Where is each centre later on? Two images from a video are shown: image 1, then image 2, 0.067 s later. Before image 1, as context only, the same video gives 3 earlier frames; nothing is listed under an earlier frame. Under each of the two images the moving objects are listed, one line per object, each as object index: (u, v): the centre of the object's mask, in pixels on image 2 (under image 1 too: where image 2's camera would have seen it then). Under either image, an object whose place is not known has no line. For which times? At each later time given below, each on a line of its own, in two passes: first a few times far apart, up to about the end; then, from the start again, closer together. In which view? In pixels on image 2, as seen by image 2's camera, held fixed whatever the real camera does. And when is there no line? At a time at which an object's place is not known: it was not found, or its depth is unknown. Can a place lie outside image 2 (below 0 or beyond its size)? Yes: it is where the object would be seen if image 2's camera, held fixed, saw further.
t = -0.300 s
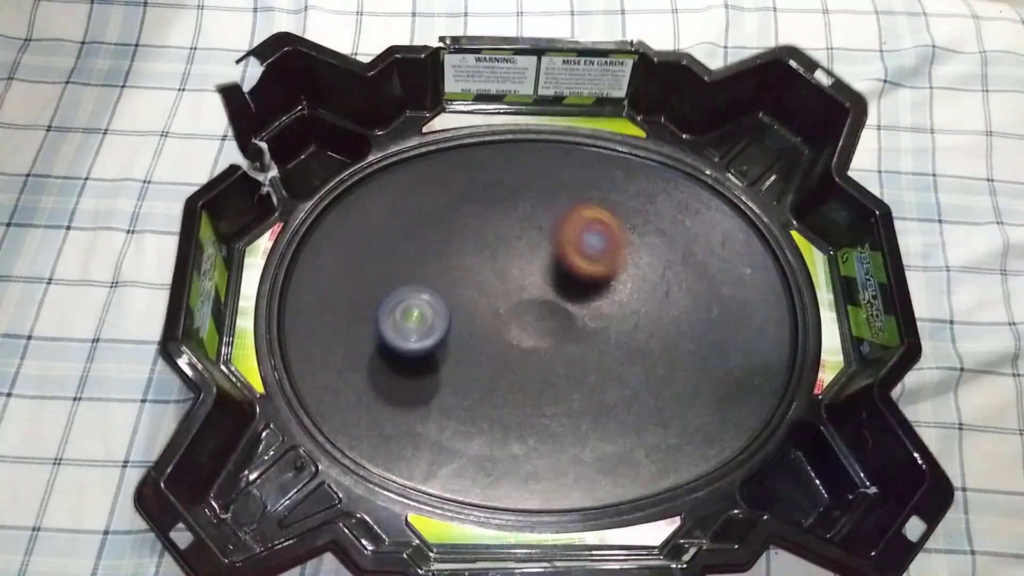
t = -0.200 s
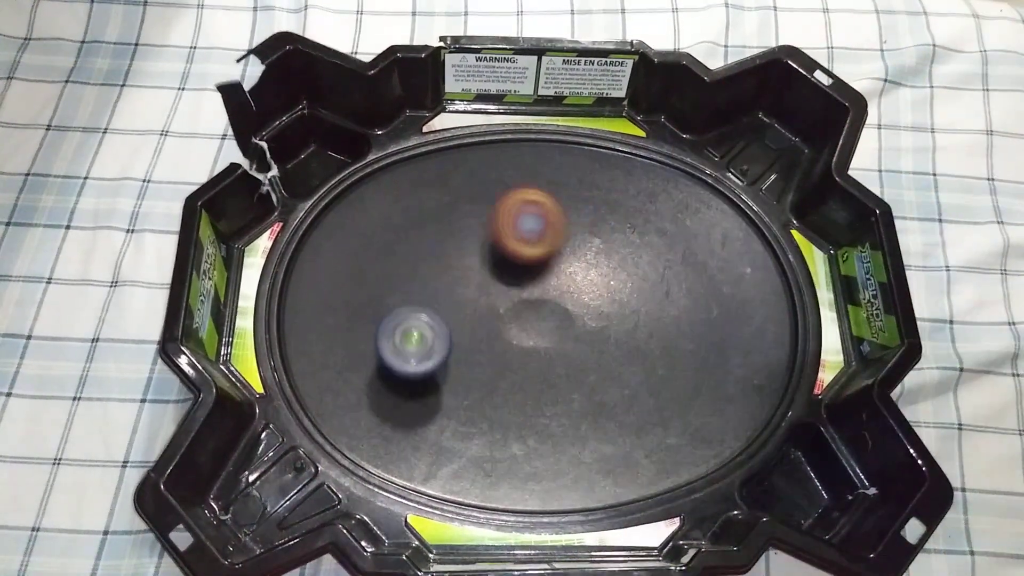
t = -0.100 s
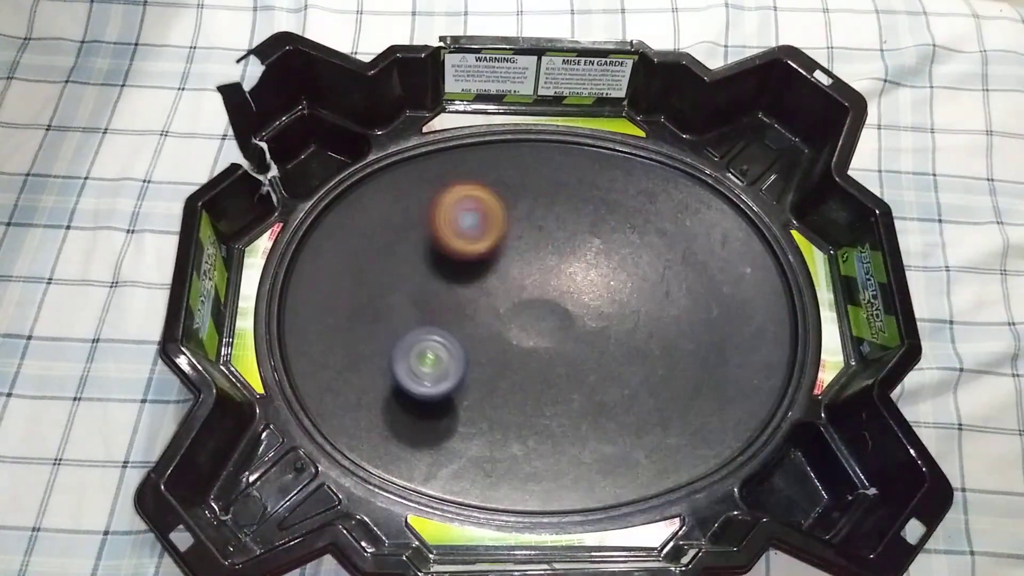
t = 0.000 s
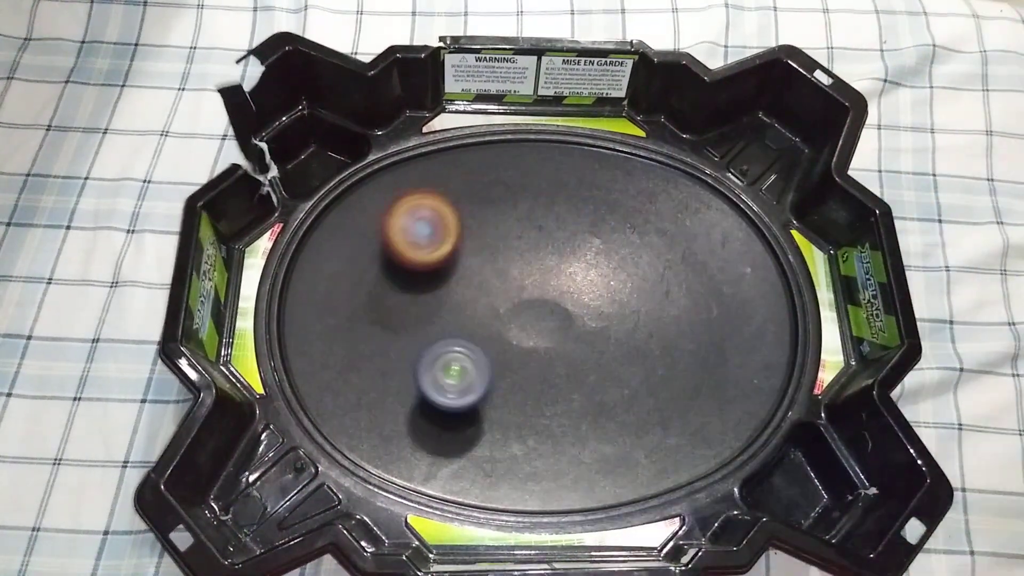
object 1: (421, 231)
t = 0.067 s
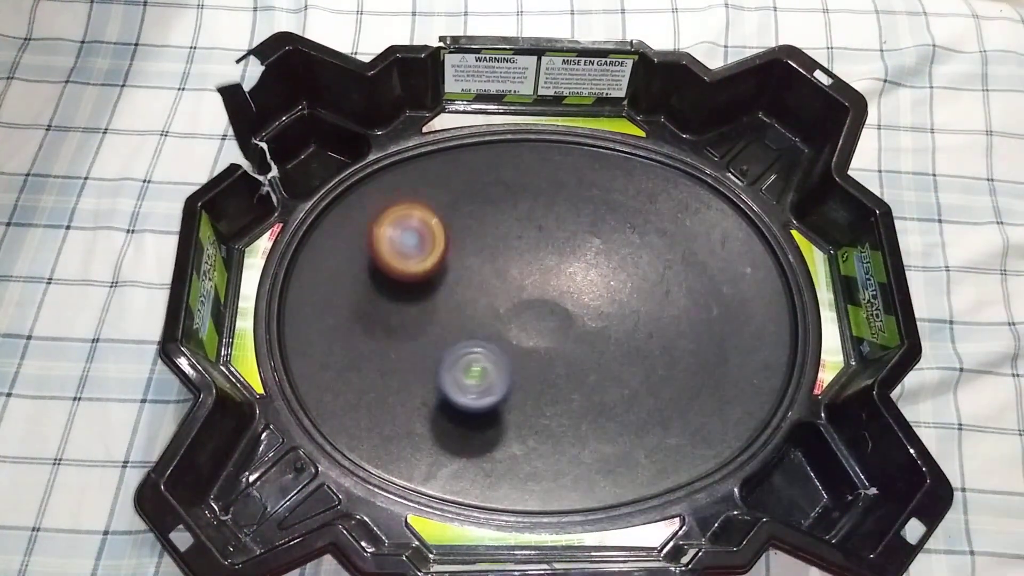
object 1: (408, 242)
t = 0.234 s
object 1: (452, 274)
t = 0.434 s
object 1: (540, 220)
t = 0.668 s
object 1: (591, 171)
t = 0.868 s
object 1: (586, 196)
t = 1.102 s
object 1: (550, 224)
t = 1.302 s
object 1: (535, 228)
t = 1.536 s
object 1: (618, 309)
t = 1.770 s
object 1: (705, 333)
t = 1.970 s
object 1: (699, 284)
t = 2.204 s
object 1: (613, 258)
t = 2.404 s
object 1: (504, 365)
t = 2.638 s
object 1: (531, 478)
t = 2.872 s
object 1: (646, 422)
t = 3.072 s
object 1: (654, 326)
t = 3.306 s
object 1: (648, 278)
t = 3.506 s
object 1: (648, 283)
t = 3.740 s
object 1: (601, 319)
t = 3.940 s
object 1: (797, 297)
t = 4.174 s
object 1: (666, 280)
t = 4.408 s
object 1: (521, 386)
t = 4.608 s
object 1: (502, 446)
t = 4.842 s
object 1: (530, 443)
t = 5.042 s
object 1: (520, 400)
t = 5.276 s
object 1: (474, 342)
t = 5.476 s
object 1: (421, 312)
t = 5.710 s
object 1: (373, 304)
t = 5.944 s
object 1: (382, 293)
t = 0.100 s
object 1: (408, 248)
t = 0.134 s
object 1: (413, 255)
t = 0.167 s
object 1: (422, 261)
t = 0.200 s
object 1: (436, 267)
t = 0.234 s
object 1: (452, 274)
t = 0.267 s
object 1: (470, 280)
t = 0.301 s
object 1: (489, 283)
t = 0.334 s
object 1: (500, 268)
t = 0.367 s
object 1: (514, 250)
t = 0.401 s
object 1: (527, 234)
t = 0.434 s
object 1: (540, 220)
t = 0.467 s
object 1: (551, 206)
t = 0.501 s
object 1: (562, 194)
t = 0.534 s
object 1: (571, 184)
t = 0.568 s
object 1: (578, 178)
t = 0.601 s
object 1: (584, 174)
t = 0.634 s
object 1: (588, 171)
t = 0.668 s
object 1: (591, 171)
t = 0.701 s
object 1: (593, 172)
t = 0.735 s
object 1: (593, 174)
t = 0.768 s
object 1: (592, 178)
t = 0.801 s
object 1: (590, 184)
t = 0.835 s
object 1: (588, 191)
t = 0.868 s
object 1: (586, 196)
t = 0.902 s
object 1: (583, 205)
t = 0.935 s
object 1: (581, 214)
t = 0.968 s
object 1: (579, 224)
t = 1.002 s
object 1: (578, 236)
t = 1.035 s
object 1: (576, 242)
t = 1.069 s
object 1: (562, 232)
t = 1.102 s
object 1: (550, 224)
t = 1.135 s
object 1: (540, 218)
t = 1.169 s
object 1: (533, 214)
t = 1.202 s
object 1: (530, 214)
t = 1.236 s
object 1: (529, 215)
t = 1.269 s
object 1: (531, 221)
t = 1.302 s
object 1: (535, 228)
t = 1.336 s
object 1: (541, 237)
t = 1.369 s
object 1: (549, 248)
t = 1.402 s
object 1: (560, 261)
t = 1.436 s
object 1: (572, 273)
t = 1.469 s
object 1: (586, 286)
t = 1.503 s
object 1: (602, 298)
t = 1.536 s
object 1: (618, 309)
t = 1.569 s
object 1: (633, 318)
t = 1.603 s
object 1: (648, 325)
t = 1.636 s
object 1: (662, 331)
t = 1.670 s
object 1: (676, 335)
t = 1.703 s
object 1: (688, 336)
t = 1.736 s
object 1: (698, 335)
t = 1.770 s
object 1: (705, 333)
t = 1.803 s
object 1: (710, 327)
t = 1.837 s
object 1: (713, 321)
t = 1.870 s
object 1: (712, 313)
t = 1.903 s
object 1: (709, 304)
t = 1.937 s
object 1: (705, 294)
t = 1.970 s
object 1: (699, 284)
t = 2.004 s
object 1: (694, 273)
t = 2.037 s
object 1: (686, 264)
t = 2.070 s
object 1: (676, 257)
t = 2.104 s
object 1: (664, 252)
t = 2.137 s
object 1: (650, 251)
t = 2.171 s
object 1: (633, 253)
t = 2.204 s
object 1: (613, 258)
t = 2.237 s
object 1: (592, 268)
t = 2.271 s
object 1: (570, 282)
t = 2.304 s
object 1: (550, 300)
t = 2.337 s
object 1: (533, 320)
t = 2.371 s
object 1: (518, 342)
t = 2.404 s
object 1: (504, 365)
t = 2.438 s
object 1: (494, 387)
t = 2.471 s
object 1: (494, 411)
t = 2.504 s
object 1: (496, 432)
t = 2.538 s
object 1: (502, 448)
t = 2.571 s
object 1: (509, 462)
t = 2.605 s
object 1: (518, 473)
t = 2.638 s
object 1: (531, 478)
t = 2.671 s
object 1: (545, 481)
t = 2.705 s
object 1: (562, 480)
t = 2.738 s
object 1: (579, 474)
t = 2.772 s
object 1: (596, 465)
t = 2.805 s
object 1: (614, 452)
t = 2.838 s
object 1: (630, 438)
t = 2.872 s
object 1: (646, 422)
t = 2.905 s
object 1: (660, 407)
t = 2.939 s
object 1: (670, 391)
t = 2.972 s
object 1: (674, 374)
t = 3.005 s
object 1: (672, 358)
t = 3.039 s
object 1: (666, 342)
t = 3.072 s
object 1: (654, 326)
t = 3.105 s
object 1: (636, 312)
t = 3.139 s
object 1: (614, 298)
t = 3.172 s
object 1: (587, 286)
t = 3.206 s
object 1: (582, 279)
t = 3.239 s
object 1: (609, 277)
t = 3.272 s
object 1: (632, 278)
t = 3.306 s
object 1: (648, 278)
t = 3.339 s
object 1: (660, 279)
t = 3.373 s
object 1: (665, 280)
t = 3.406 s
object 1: (666, 281)
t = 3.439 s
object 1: (663, 282)
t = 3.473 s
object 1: (657, 282)
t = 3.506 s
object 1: (648, 283)
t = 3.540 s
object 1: (636, 284)
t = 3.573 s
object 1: (625, 286)
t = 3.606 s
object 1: (614, 289)
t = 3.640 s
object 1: (603, 295)
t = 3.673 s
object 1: (594, 303)
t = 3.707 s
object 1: (585, 312)
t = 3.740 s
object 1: (601, 319)
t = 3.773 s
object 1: (656, 320)
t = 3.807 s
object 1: (707, 319)
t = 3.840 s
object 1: (747, 313)
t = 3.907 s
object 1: (801, 302)
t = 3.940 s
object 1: (797, 297)
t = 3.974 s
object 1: (782, 294)
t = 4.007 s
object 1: (767, 290)
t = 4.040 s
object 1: (750, 286)
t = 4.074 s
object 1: (731, 282)
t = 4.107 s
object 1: (708, 280)
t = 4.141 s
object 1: (687, 280)
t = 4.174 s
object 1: (666, 280)
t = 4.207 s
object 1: (644, 283)
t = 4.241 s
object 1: (622, 286)
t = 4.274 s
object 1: (581, 309)
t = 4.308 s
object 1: (563, 328)
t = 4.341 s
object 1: (547, 349)
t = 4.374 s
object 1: (533, 368)
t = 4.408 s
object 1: (521, 386)
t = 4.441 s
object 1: (513, 399)
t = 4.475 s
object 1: (506, 412)
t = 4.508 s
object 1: (502, 424)
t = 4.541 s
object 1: (500, 433)
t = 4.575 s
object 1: (501, 441)
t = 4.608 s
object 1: (502, 446)
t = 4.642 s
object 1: (506, 450)
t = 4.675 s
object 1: (510, 453)
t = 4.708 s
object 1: (514, 452)
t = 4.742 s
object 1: (519, 452)
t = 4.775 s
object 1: (525, 450)
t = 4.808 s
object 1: (528, 447)
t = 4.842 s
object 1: (530, 443)
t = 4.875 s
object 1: (531, 438)
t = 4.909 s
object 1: (531, 432)
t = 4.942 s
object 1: (529, 425)
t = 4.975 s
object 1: (527, 417)
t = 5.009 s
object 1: (523, 408)
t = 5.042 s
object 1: (520, 400)
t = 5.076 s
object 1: (514, 391)
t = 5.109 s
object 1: (509, 381)
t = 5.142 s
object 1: (502, 373)
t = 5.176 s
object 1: (496, 364)
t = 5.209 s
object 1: (489, 355)
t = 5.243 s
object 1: (481, 348)
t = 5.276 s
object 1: (474, 342)
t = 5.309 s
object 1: (464, 333)
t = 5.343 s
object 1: (454, 328)
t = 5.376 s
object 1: (446, 323)
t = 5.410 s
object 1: (436, 318)
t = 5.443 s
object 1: (430, 316)
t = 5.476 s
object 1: (421, 312)
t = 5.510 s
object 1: (412, 309)
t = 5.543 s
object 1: (406, 307)
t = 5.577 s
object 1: (397, 304)
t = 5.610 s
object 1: (390, 303)
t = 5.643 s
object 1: (382, 302)
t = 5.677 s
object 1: (377, 304)
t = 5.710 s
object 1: (373, 304)
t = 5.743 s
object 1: (370, 304)
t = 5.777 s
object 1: (370, 303)
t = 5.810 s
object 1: (370, 302)
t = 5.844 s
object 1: (371, 299)
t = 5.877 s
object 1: (374, 297)
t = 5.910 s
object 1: (377, 296)
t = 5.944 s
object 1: (382, 293)
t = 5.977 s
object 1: (388, 291)
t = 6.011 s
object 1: (395, 288)
